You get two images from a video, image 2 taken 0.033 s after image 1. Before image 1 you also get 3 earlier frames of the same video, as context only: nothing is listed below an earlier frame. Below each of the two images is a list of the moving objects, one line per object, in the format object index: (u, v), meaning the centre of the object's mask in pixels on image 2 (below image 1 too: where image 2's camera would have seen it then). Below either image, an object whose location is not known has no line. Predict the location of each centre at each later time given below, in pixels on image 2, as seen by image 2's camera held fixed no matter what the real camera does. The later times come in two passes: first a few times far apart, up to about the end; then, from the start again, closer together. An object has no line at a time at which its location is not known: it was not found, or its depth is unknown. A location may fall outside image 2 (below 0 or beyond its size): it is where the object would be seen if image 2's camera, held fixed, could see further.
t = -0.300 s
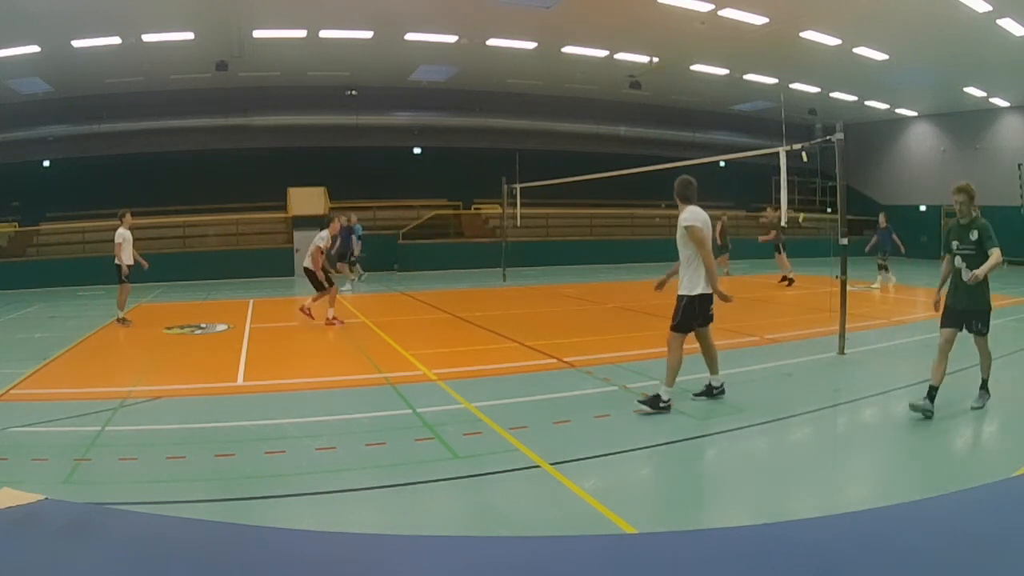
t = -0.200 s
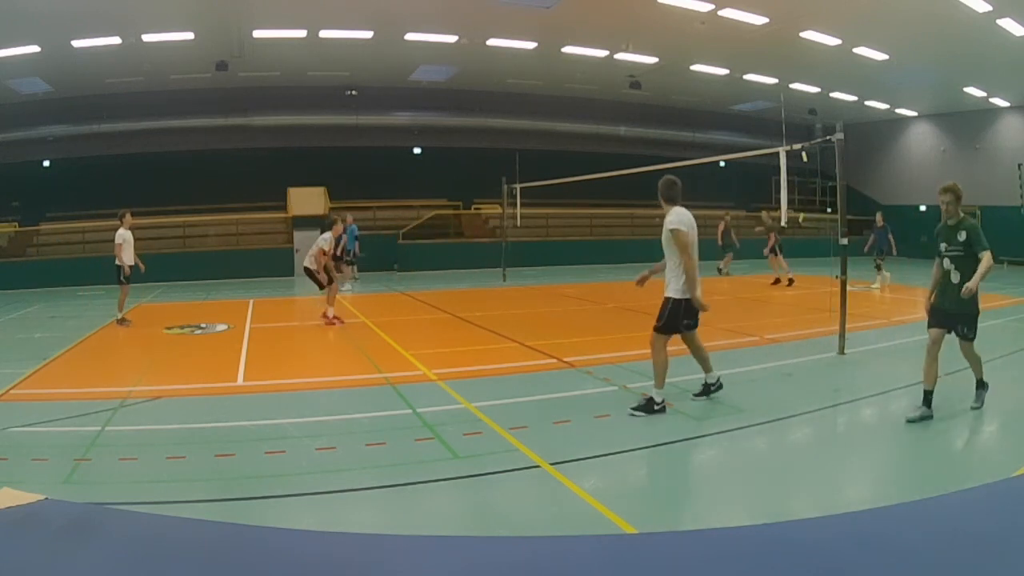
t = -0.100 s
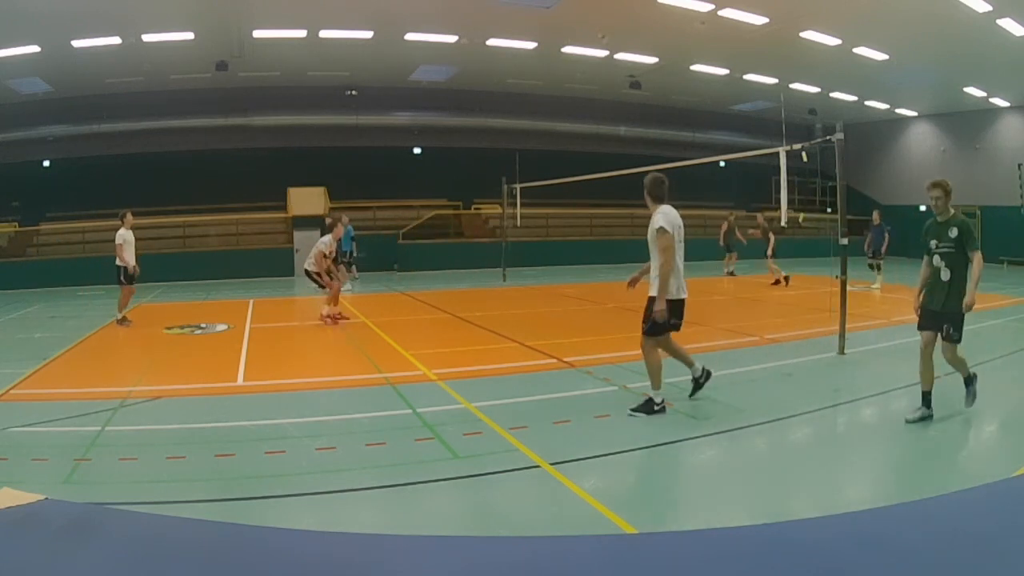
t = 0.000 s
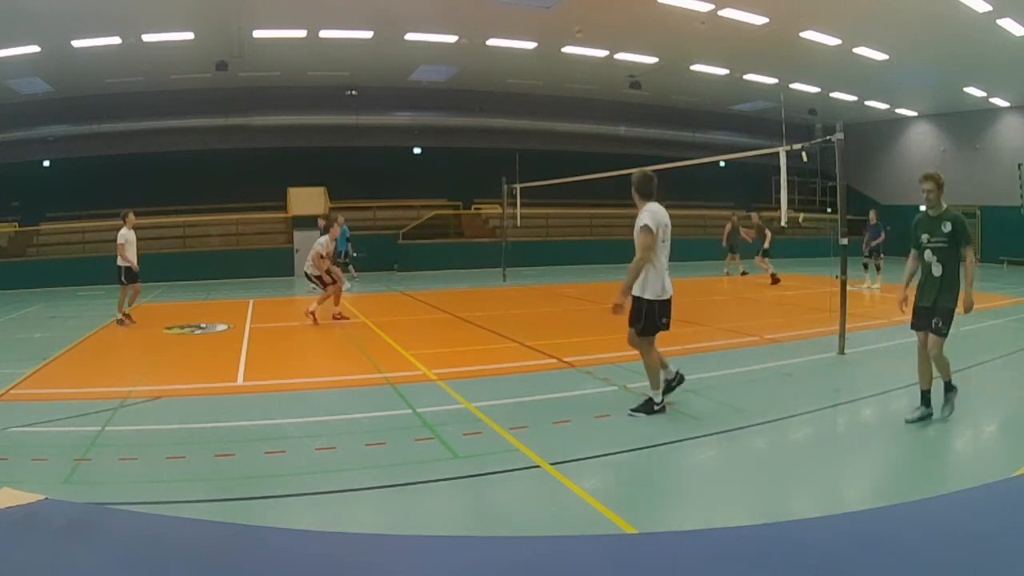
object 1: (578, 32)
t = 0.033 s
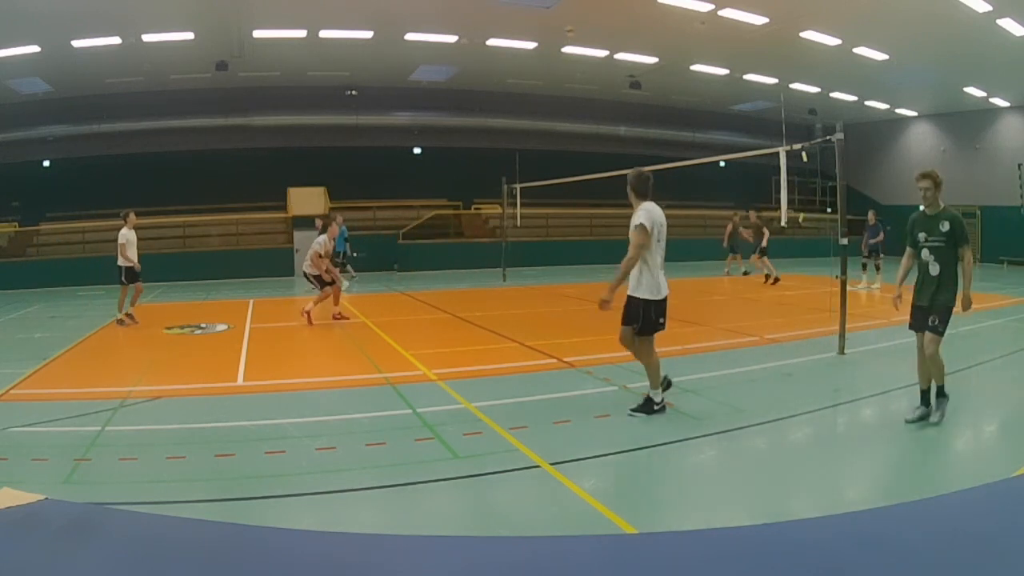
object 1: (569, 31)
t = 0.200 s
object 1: (526, 34)
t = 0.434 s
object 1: (459, 69)
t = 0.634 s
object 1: (398, 128)
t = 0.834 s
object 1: (335, 220)
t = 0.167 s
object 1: (536, 32)
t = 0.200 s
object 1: (526, 34)
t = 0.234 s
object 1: (517, 36)
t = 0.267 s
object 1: (508, 40)
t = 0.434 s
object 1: (459, 69)
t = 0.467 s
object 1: (450, 76)
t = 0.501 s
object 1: (439, 85)
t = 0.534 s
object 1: (429, 95)
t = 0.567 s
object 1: (419, 105)
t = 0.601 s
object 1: (409, 116)
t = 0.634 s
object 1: (398, 128)
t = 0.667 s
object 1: (387, 141)
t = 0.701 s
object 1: (377, 156)
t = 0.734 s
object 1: (366, 170)
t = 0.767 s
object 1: (356, 186)
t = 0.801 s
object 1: (345, 202)
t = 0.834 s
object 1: (335, 220)
